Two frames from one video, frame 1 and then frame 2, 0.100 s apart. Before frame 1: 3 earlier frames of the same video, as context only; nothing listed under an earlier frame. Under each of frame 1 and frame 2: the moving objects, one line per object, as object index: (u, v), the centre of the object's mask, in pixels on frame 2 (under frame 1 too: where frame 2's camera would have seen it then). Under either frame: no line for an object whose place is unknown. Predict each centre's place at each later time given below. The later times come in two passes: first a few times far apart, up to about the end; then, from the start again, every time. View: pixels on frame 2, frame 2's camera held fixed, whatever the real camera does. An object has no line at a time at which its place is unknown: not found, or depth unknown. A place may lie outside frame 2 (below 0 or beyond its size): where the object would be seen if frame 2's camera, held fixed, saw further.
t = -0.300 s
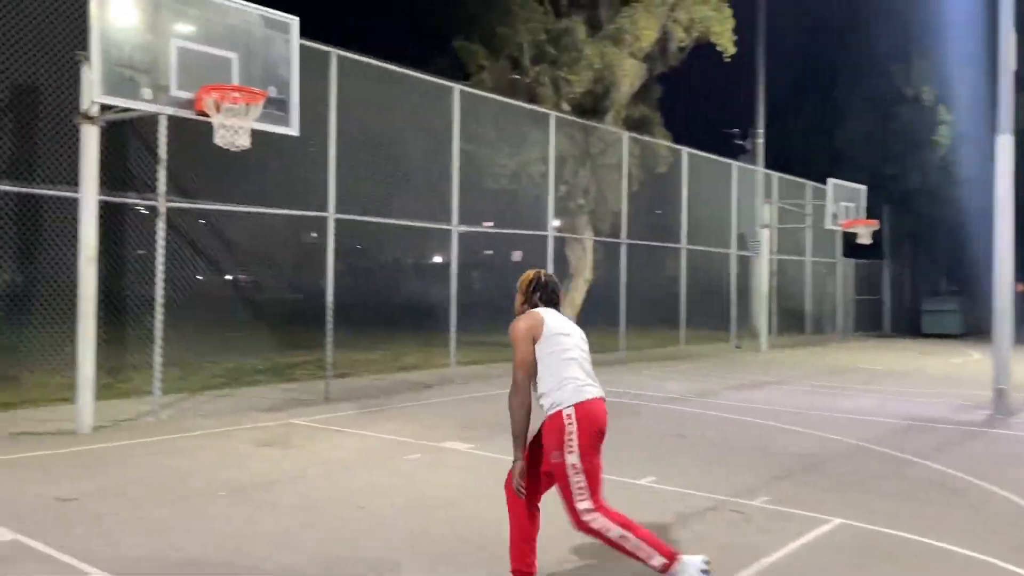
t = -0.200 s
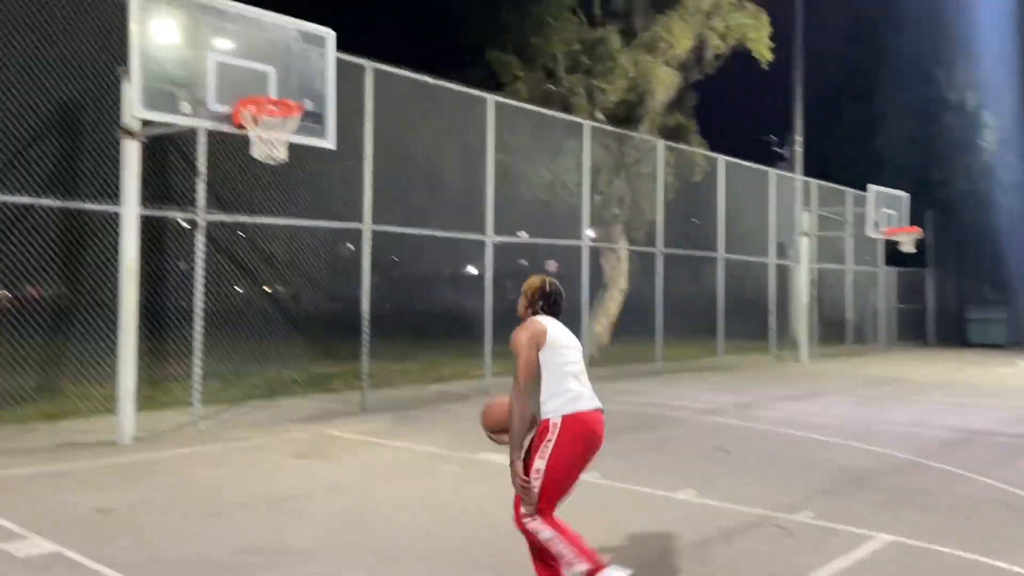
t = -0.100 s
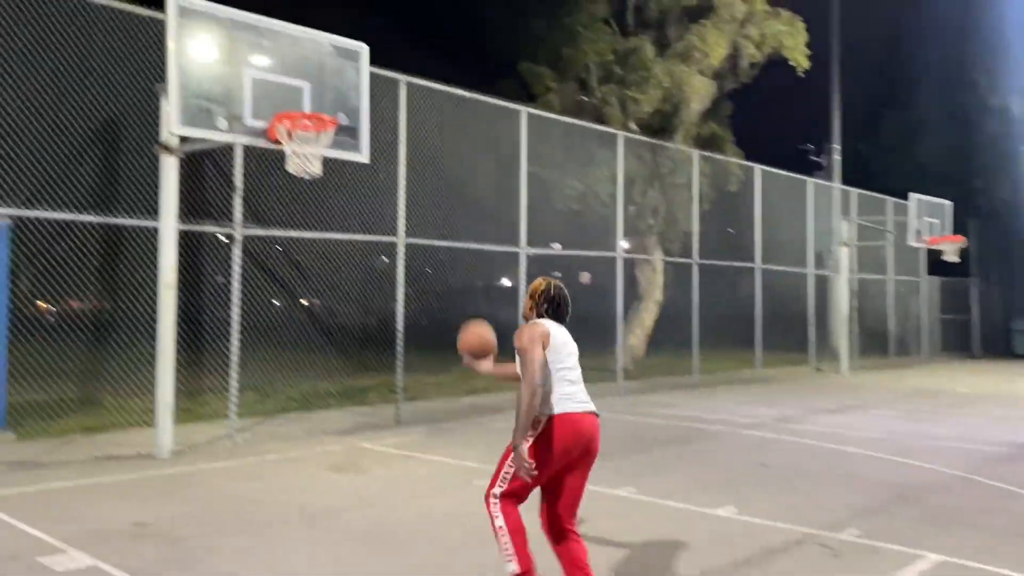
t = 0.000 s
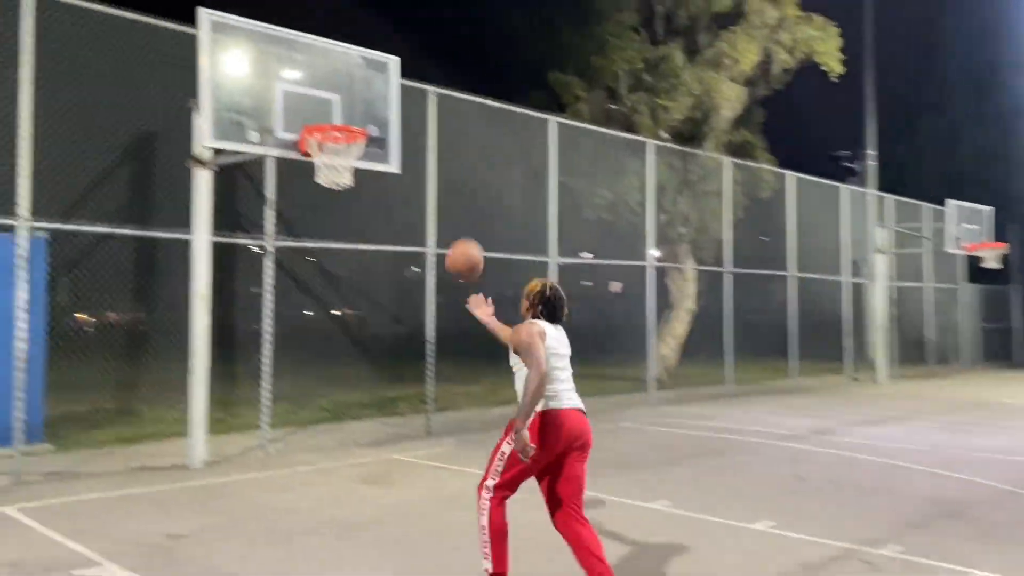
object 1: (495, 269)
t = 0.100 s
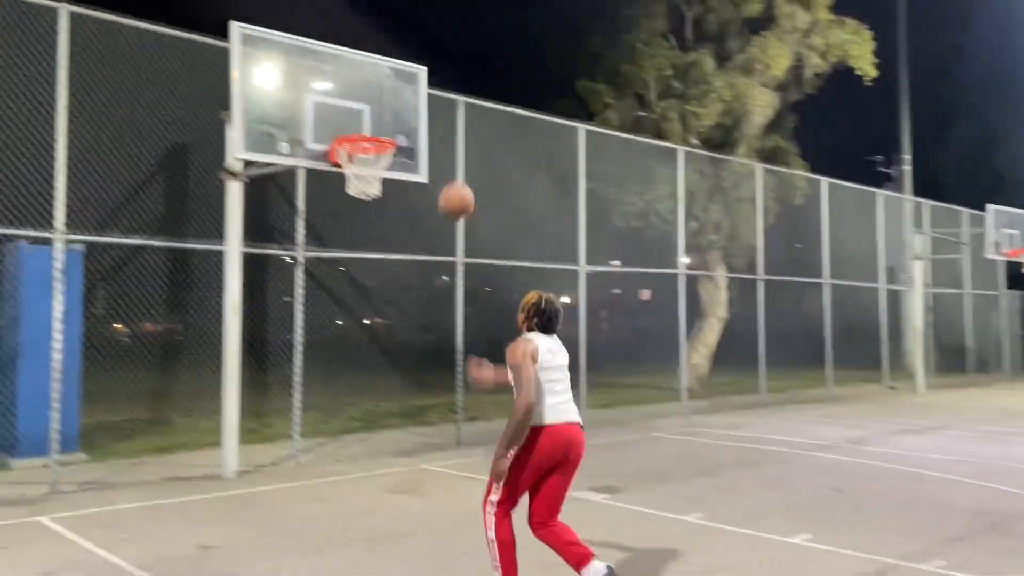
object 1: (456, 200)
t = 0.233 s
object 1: (414, 144)
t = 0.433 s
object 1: (360, 112)
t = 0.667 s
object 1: (364, 109)
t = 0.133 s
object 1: (445, 182)
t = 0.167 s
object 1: (436, 167)
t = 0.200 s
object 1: (424, 154)
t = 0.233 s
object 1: (414, 144)
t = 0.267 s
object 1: (404, 135)
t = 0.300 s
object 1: (395, 127)
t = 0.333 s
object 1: (386, 121)
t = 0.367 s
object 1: (377, 117)
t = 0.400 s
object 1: (369, 113)
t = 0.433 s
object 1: (360, 112)
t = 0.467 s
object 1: (354, 112)
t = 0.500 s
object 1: (346, 113)
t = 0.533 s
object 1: (341, 114)
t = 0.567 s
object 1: (347, 111)
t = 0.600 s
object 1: (352, 109)
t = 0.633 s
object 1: (358, 108)
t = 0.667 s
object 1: (364, 109)
